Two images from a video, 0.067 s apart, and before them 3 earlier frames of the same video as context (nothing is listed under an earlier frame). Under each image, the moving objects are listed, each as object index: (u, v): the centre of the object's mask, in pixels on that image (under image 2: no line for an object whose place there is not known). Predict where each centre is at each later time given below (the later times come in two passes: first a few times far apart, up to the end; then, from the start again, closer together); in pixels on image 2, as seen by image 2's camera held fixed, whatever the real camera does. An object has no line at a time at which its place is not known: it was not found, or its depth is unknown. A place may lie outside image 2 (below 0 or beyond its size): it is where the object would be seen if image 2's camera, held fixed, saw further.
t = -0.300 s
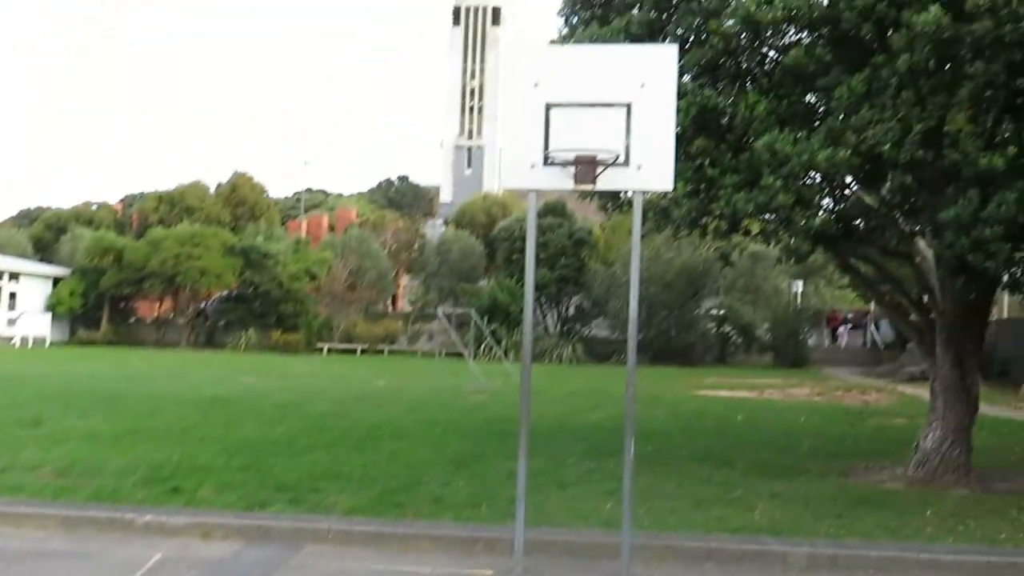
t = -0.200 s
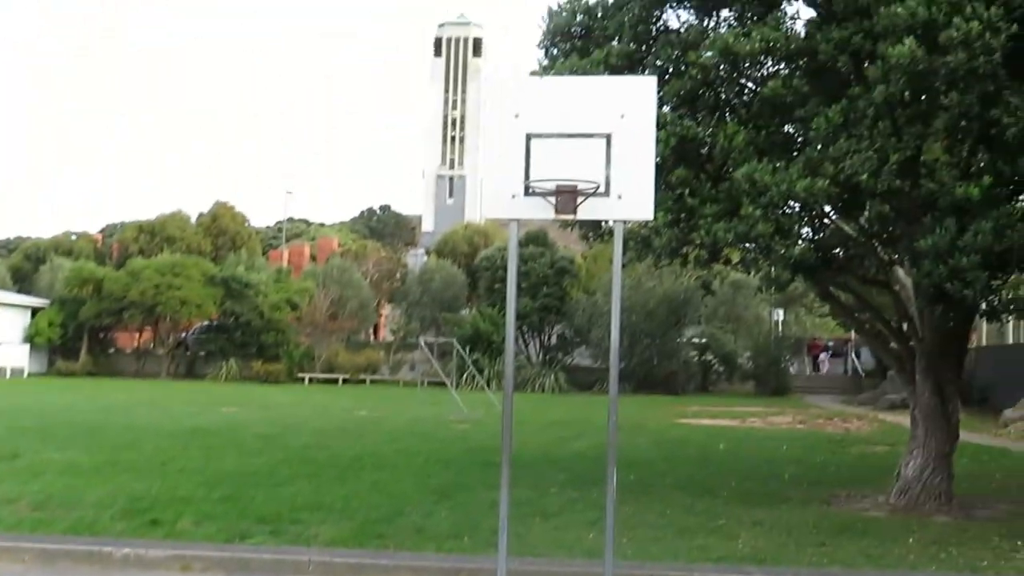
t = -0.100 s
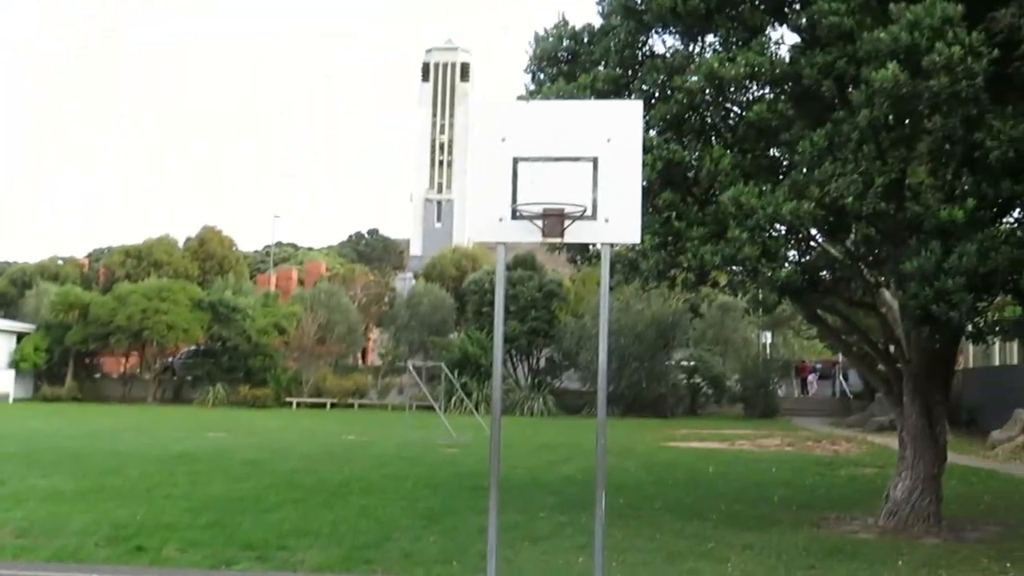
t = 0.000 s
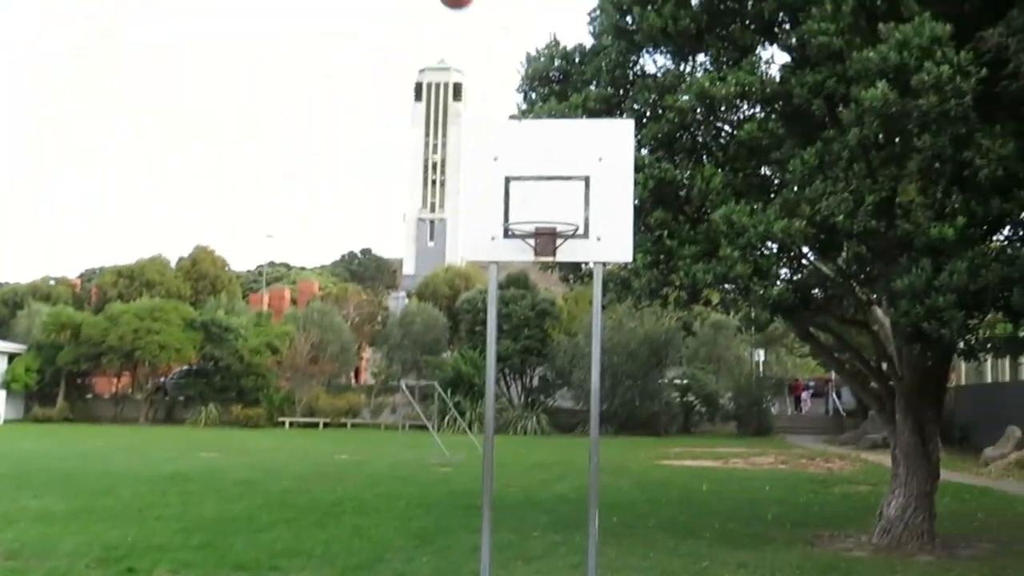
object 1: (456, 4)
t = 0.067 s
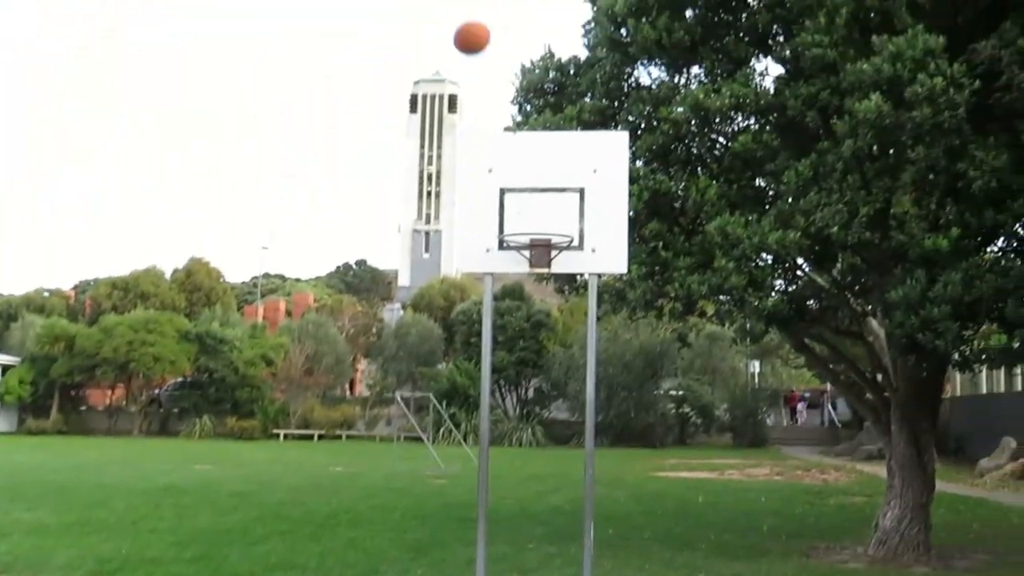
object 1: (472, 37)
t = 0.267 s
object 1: (523, 167)
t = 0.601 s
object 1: (592, 459)
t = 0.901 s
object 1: (623, 491)
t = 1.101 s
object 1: (633, 377)
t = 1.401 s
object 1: (650, 301)
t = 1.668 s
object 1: (666, 331)
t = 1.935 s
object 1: (682, 478)
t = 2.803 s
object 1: (755, 449)
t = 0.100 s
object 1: (481, 57)
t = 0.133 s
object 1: (490, 77)
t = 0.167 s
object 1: (500, 98)
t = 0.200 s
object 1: (509, 119)
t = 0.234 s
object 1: (516, 141)
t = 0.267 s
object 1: (523, 167)
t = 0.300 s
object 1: (531, 192)
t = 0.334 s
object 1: (538, 218)
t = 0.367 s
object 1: (545, 247)
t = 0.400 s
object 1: (554, 274)
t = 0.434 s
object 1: (558, 301)
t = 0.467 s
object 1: (564, 332)
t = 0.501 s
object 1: (570, 362)
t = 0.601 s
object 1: (592, 459)
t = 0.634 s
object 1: (601, 491)
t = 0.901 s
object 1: (623, 491)
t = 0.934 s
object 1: (624, 468)
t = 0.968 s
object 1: (626, 446)
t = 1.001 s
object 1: (627, 429)
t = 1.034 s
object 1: (630, 409)
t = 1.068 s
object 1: (632, 394)
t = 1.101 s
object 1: (633, 377)
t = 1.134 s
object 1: (635, 363)
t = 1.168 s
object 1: (636, 351)
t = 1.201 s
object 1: (638, 339)
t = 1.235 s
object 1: (640, 329)
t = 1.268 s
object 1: (642, 320)
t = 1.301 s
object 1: (645, 312)
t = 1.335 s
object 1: (647, 307)
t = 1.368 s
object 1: (649, 304)
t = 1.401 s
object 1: (650, 301)
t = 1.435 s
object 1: (652, 300)
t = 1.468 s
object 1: (655, 300)
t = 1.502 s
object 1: (656, 301)
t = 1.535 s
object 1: (658, 304)
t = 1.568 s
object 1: (660, 309)
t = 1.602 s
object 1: (662, 315)
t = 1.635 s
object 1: (664, 322)
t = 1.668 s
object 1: (666, 331)
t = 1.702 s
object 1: (667, 341)
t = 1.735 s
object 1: (669, 355)
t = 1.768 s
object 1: (671, 370)
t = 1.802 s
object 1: (673, 388)
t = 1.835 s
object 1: (676, 407)
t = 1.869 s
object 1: (678, 426)
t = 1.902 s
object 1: (680, 450)
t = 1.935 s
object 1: (682, 478)
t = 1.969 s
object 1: (684, 507)
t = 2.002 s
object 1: (685, 536)
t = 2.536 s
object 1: (731, 453)
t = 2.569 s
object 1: (734, 445)
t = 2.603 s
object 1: (738, 440)
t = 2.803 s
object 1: (755, 449)
